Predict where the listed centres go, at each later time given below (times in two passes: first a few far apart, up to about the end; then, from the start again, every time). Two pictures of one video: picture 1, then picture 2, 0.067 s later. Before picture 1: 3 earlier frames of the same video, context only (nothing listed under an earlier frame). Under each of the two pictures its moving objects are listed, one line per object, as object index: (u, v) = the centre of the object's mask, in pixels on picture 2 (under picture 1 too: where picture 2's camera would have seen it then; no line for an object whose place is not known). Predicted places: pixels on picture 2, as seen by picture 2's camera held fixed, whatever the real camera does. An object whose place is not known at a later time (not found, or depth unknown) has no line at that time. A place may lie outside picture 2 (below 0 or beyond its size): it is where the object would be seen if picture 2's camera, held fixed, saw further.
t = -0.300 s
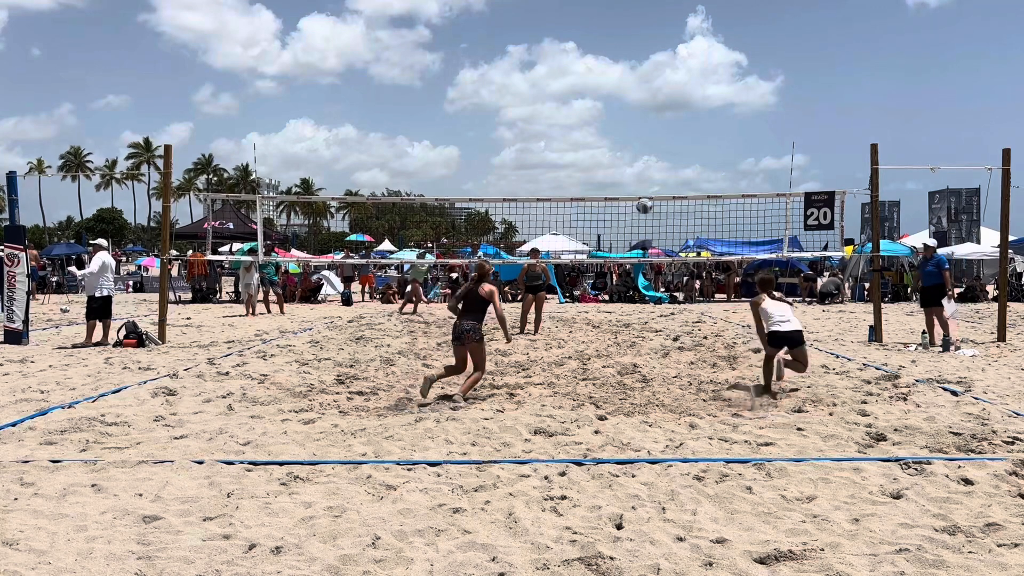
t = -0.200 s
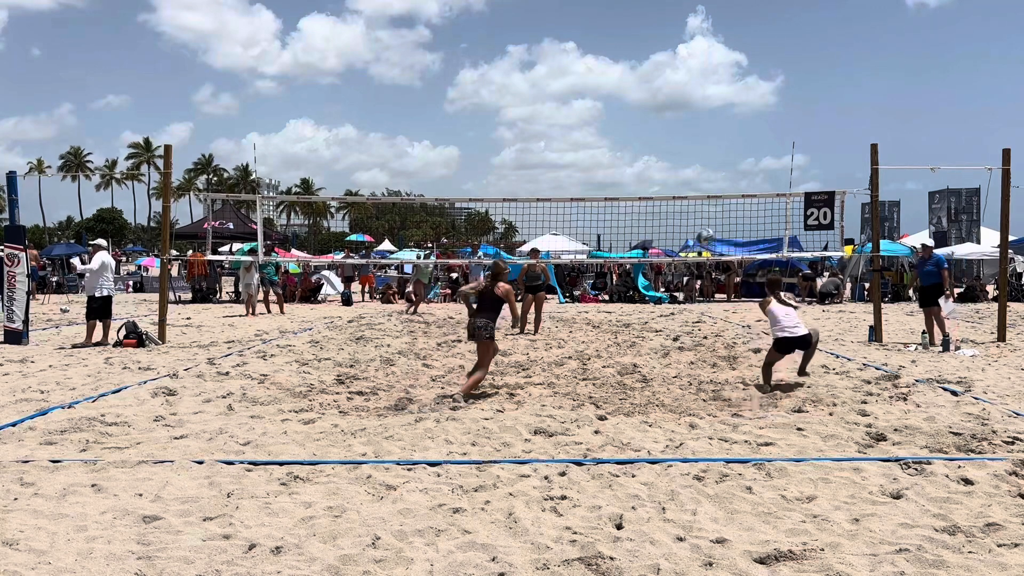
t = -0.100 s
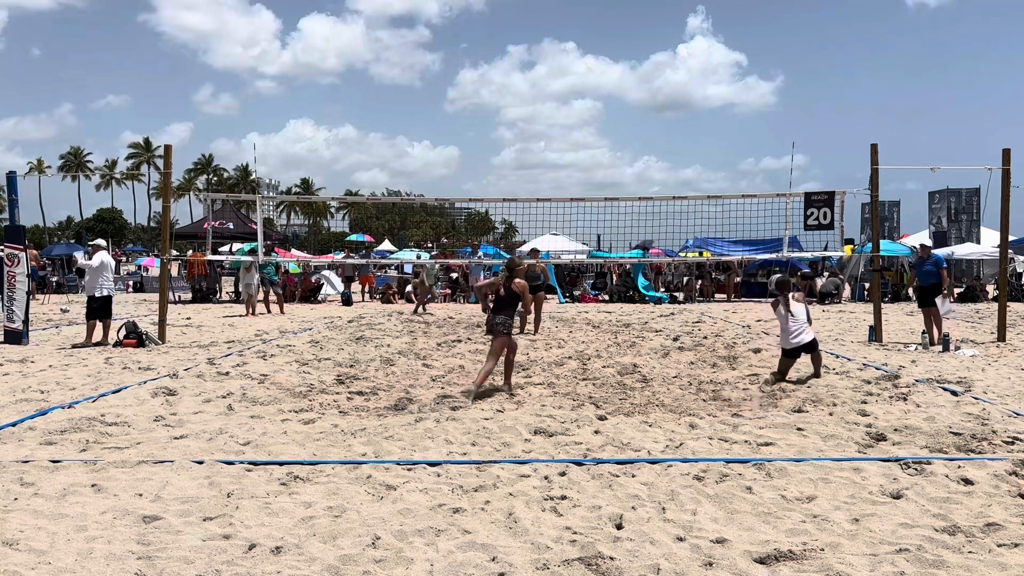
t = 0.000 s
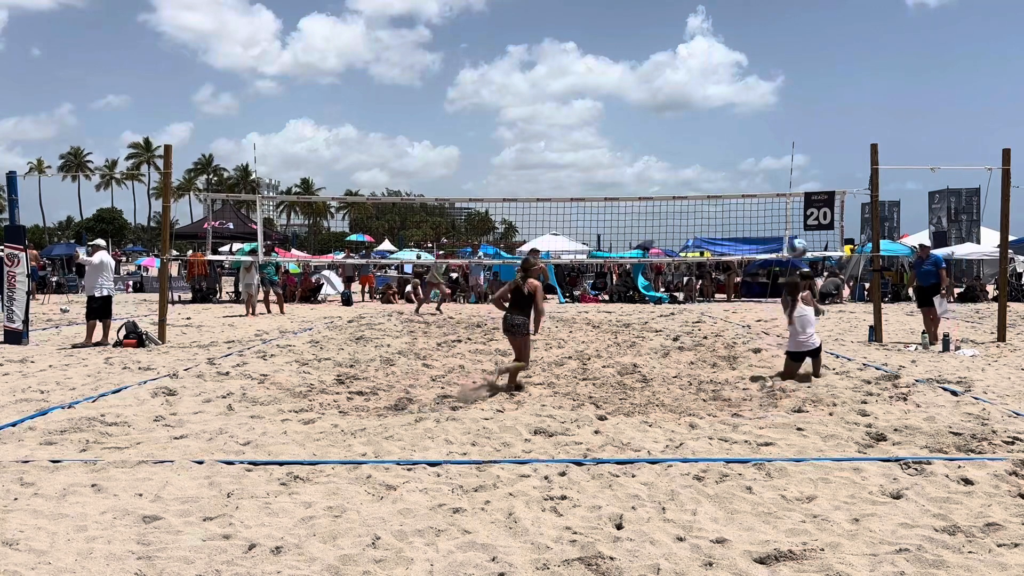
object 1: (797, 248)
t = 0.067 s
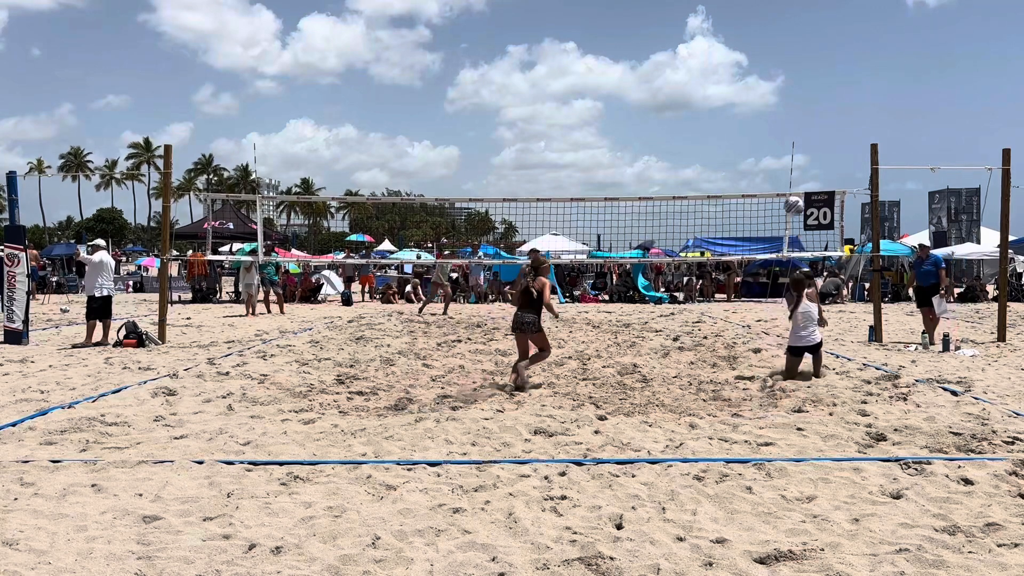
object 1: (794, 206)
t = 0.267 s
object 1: (784, 106)
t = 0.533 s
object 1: (770, 34)
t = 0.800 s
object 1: (753, 32)
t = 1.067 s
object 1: (733, 96)
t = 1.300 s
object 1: (714, 197)
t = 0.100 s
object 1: (792, 186)
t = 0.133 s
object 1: (791, 168)
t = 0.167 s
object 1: (789, 151)
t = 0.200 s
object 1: (788, 135)
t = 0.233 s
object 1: (786, 120)
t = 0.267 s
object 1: (784, 106)
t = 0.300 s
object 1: (783, 93)
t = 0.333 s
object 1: (781, 81)
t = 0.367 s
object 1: (779, 70)
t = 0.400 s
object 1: (777, 61)
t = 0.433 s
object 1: (775, 53)
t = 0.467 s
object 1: (774, 45)
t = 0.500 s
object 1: (772, 39)
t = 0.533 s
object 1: (770, 34)
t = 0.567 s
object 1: (768, 30)
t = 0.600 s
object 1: (766, 27)
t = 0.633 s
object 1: (764, 25)
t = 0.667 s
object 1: (762, 24)
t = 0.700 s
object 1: (760, 25)
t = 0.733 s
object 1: (757, 26)
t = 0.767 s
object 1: (756, 28)
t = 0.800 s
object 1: (753, 32)
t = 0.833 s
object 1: (751, 36)
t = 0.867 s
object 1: (749, 42)
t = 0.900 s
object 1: (746, 48)
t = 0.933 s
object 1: (744, 55)
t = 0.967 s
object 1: (741, 64)
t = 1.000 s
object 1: (739, 73)
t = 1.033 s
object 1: (736, 84)
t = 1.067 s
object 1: (733, 96)
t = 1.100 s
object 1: (731, 107)
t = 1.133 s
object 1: (729, 119)
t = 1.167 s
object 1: (726, 134)
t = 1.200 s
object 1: (723, 148)
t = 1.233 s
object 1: (720, 164)
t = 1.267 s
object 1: (717, 180)
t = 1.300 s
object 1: (714, 197)
